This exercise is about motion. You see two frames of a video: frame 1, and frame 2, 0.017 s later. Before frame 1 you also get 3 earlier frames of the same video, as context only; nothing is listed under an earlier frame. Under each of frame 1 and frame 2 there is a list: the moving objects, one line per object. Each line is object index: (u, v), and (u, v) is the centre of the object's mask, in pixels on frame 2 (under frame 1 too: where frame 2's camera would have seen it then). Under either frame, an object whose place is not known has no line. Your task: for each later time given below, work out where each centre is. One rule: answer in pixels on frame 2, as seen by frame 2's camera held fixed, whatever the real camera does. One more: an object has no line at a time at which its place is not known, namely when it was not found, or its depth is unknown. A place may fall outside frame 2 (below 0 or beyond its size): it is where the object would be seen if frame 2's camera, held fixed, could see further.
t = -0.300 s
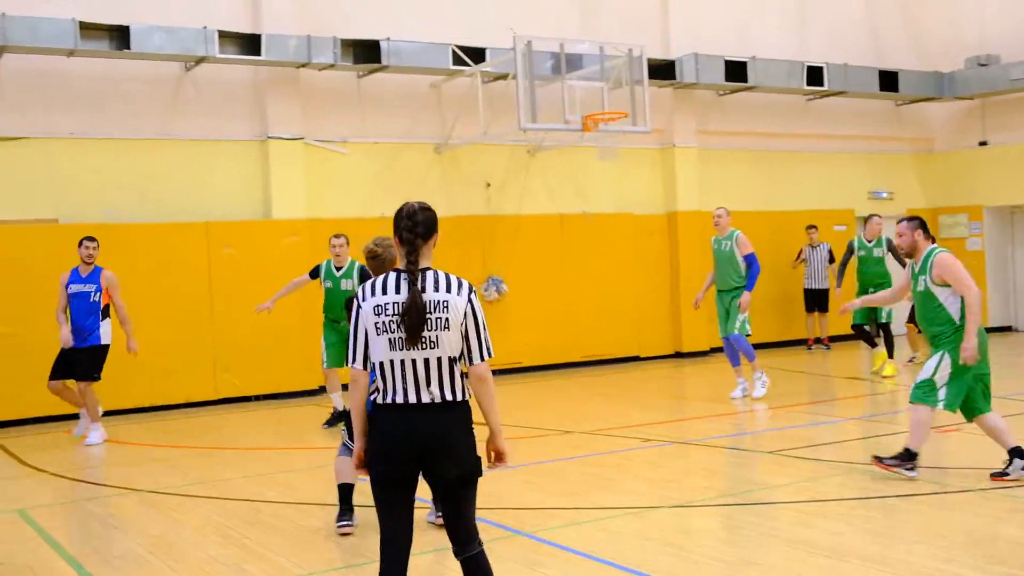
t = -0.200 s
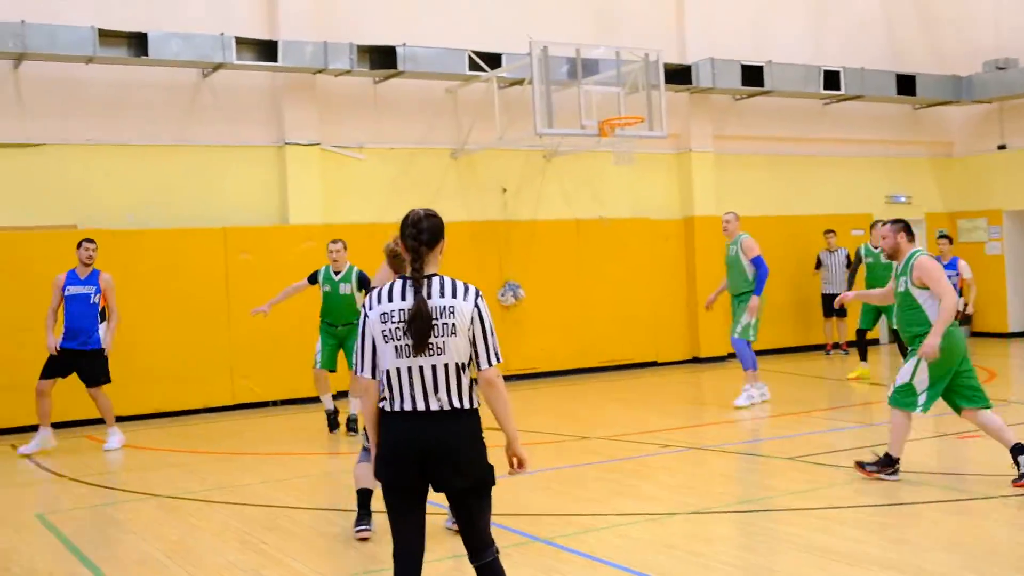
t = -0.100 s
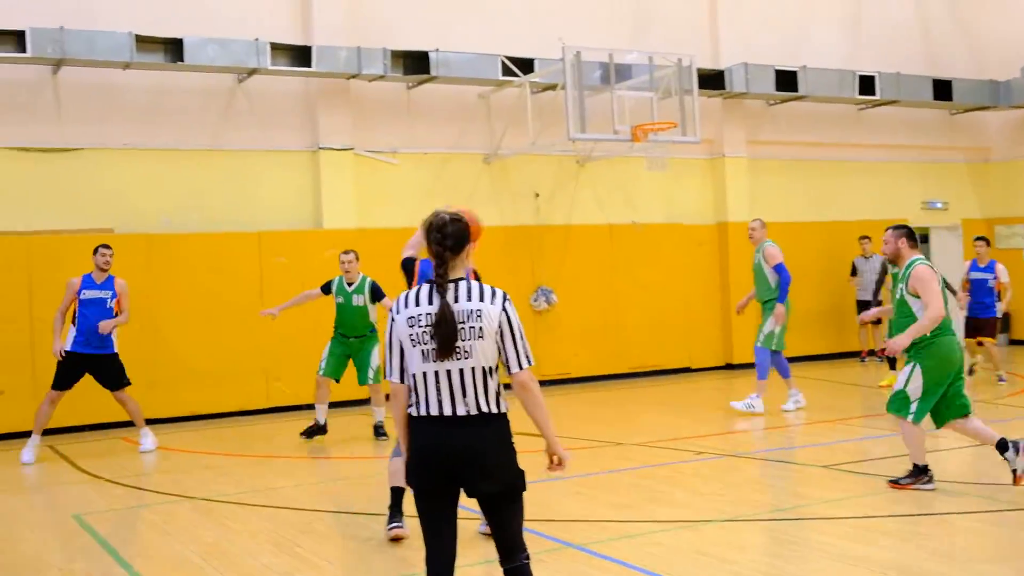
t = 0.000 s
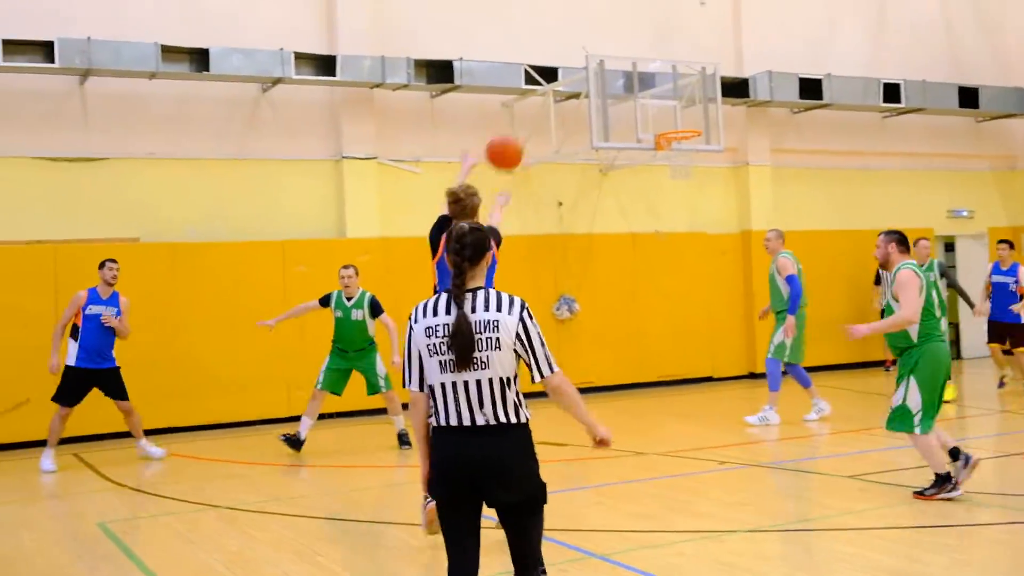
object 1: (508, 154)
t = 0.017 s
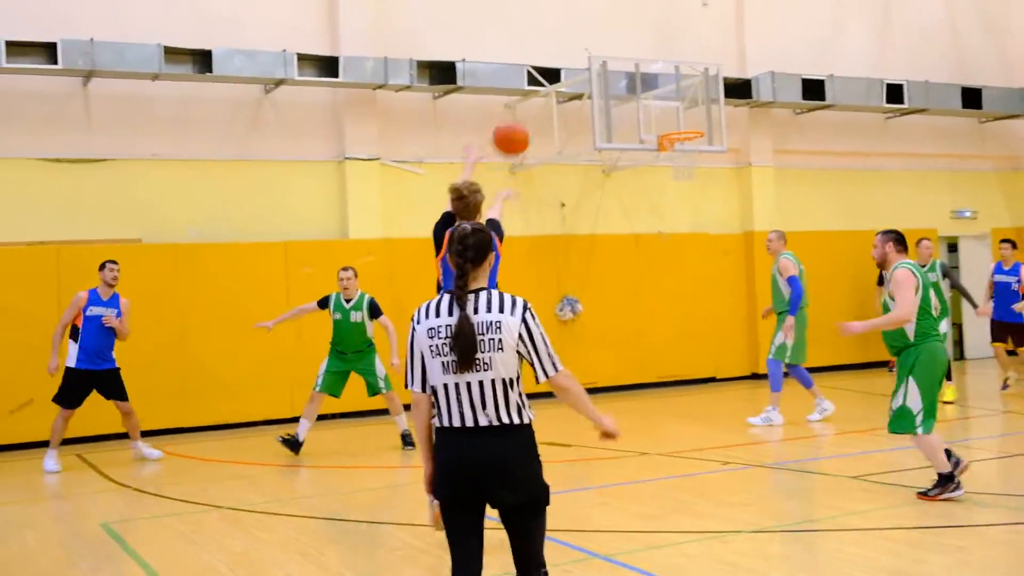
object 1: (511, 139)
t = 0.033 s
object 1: (514, 124)
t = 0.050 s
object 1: (516, 112)
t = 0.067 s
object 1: (518, 98)
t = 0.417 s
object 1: (590, -48)
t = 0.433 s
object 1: (593, -50)
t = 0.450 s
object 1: (596, -52)
